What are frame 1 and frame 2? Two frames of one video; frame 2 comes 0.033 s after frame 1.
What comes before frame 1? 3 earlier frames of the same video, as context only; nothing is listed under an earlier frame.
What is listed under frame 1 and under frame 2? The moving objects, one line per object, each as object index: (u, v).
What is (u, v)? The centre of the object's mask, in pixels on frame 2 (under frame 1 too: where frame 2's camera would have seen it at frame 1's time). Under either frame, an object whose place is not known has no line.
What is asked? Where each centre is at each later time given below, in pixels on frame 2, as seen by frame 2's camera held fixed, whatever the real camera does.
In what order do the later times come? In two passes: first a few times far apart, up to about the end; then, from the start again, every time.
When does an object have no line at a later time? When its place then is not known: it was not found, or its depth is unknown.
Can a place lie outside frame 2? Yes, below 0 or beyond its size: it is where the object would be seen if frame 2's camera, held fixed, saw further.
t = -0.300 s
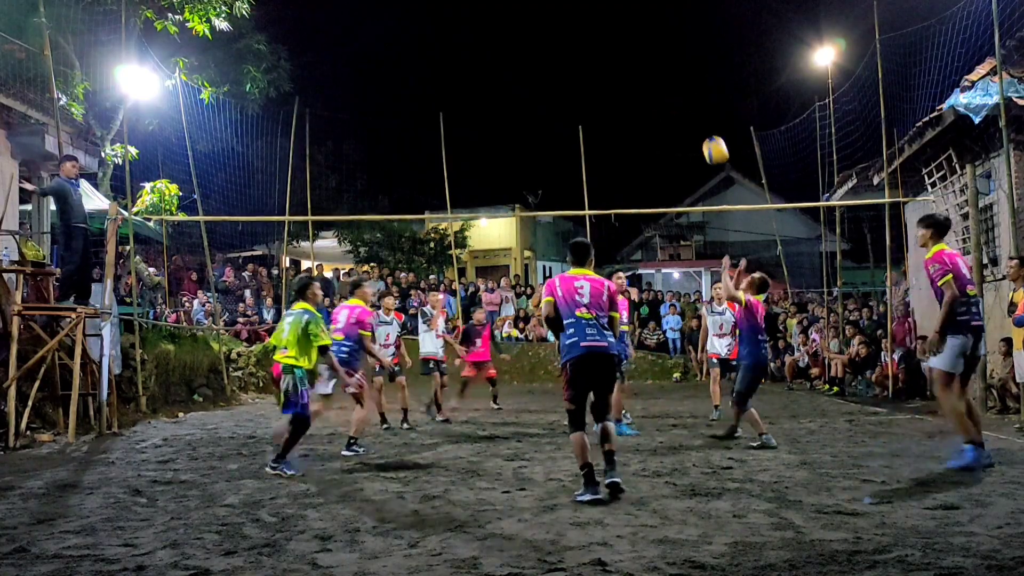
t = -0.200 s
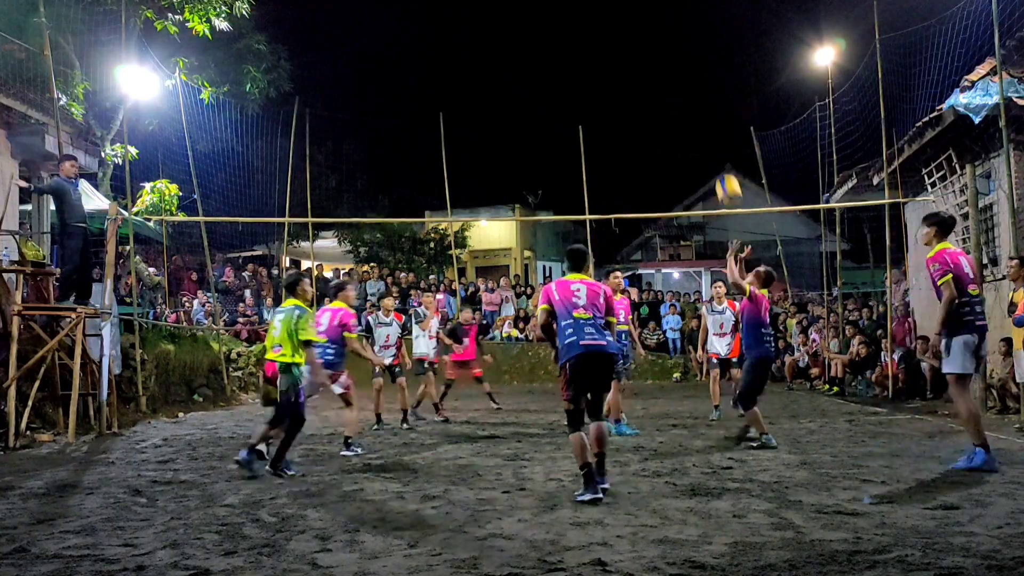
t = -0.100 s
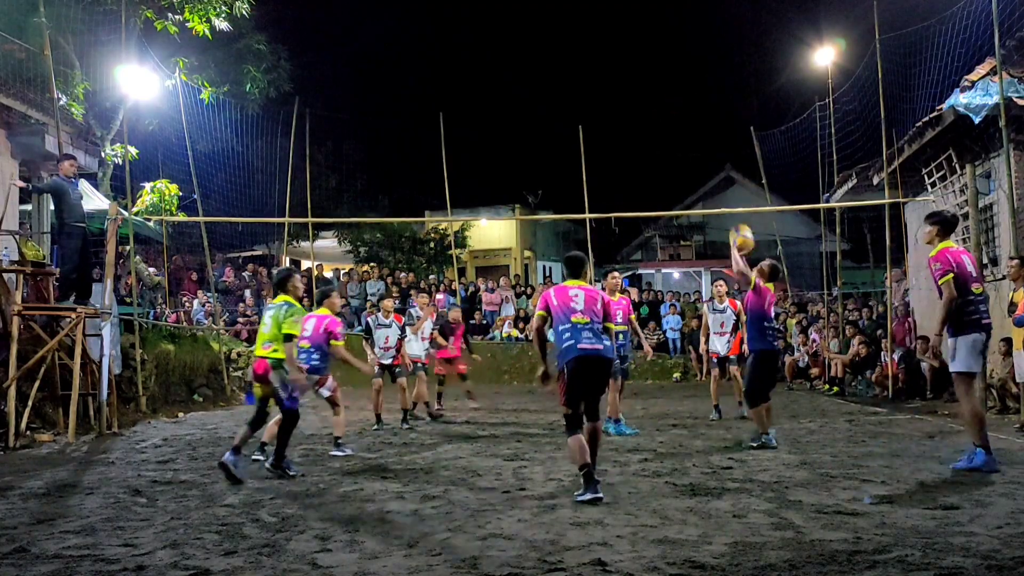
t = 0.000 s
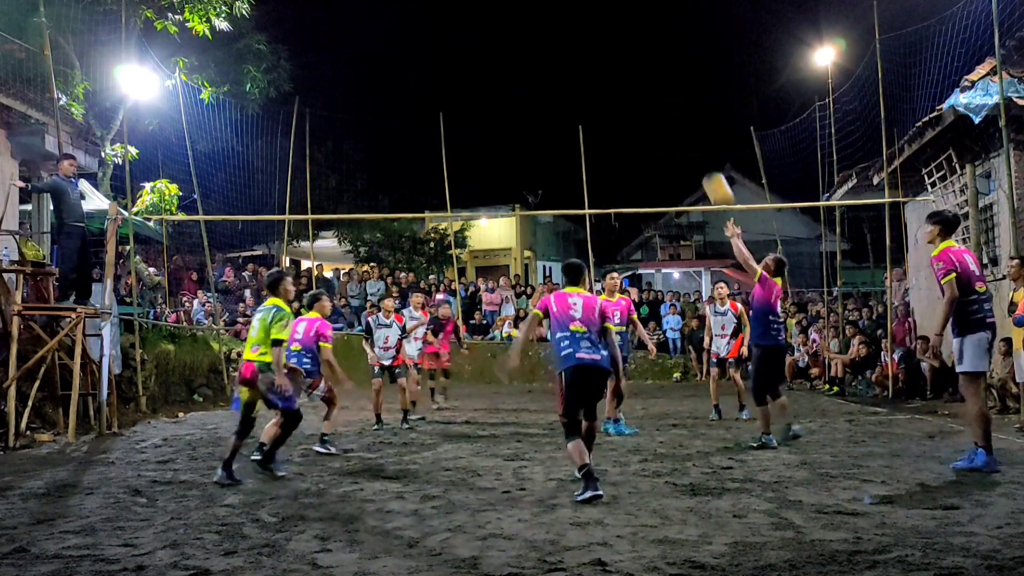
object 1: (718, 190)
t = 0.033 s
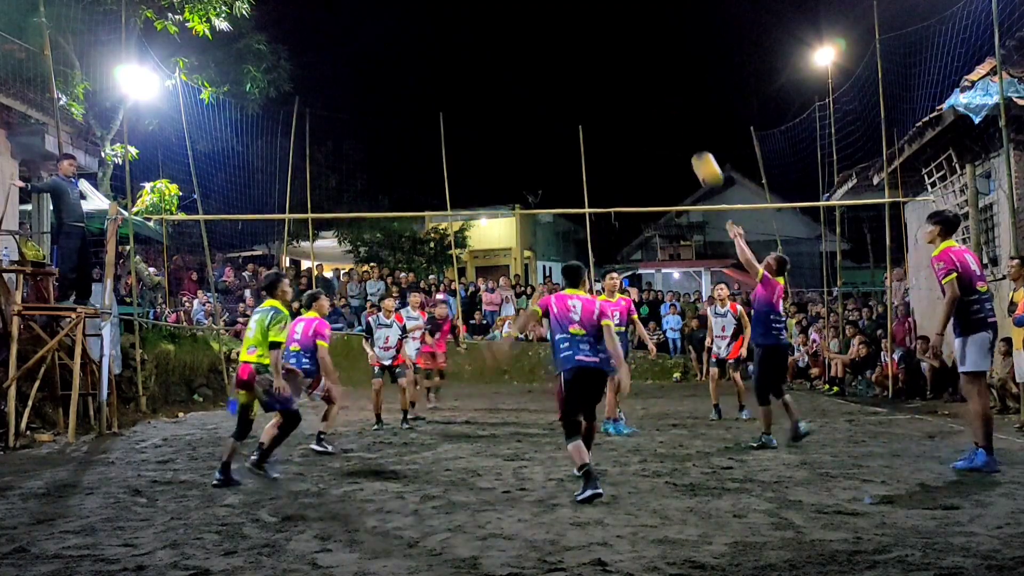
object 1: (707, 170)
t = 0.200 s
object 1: (653, 85)
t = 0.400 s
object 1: (596, 26)
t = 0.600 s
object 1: (543, 10)
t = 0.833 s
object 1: (487, 38)
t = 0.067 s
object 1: (695, 149)
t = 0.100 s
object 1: (685, 131)
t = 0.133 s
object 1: (674, 115)
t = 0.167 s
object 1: (663, 99)
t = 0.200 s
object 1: (653, 85)
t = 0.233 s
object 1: (643, 72)
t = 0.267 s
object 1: (633, 60)
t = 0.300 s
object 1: (624, 50)
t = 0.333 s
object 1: (614, 40)
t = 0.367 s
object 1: (605, 32)
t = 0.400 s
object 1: (596, 26)
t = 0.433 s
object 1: (587, 20)
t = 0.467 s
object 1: (578, 16)
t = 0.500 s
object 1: (569, 12)
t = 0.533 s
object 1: (560, 10)
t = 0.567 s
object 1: (552, 10)
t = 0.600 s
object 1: (543, 10)
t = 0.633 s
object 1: (535, 10)
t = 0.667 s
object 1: (527, 12)
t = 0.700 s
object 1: (518, 15)
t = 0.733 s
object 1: (511, 19)
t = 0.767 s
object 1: (503, 24)
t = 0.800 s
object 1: (495, 31)
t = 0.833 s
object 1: (487, 38)
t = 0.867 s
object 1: (479, 47)
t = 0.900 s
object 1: (472, 56)
